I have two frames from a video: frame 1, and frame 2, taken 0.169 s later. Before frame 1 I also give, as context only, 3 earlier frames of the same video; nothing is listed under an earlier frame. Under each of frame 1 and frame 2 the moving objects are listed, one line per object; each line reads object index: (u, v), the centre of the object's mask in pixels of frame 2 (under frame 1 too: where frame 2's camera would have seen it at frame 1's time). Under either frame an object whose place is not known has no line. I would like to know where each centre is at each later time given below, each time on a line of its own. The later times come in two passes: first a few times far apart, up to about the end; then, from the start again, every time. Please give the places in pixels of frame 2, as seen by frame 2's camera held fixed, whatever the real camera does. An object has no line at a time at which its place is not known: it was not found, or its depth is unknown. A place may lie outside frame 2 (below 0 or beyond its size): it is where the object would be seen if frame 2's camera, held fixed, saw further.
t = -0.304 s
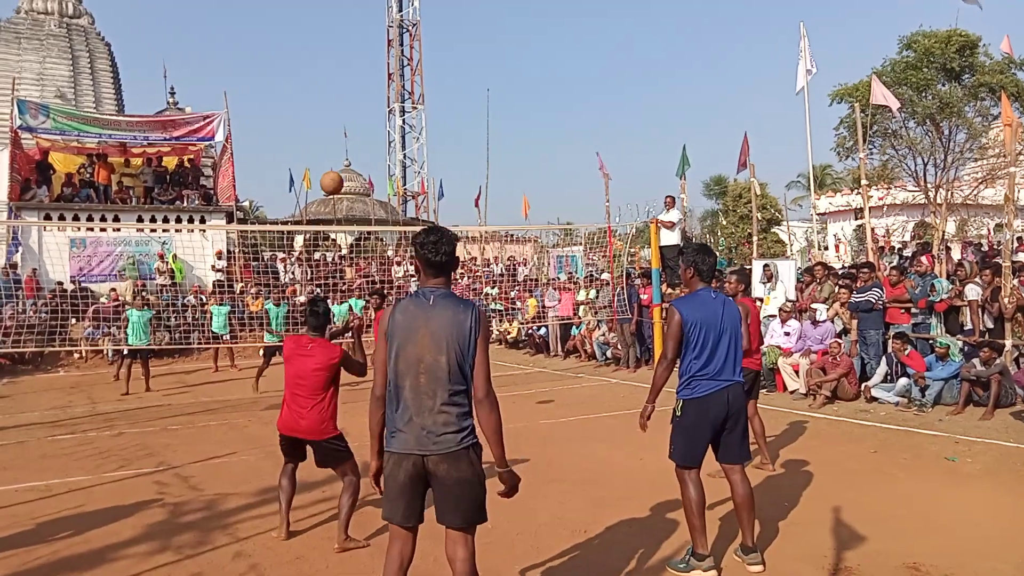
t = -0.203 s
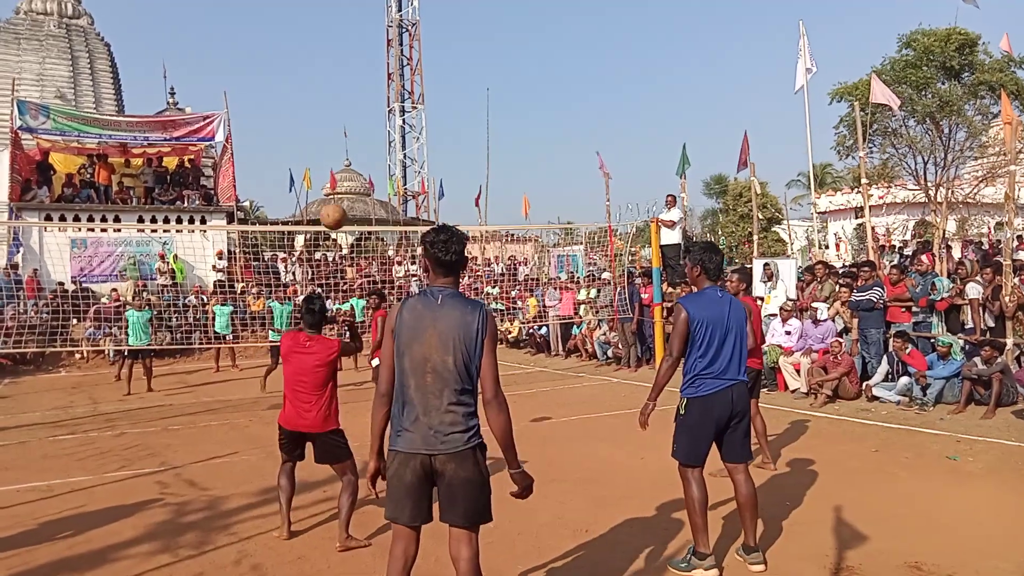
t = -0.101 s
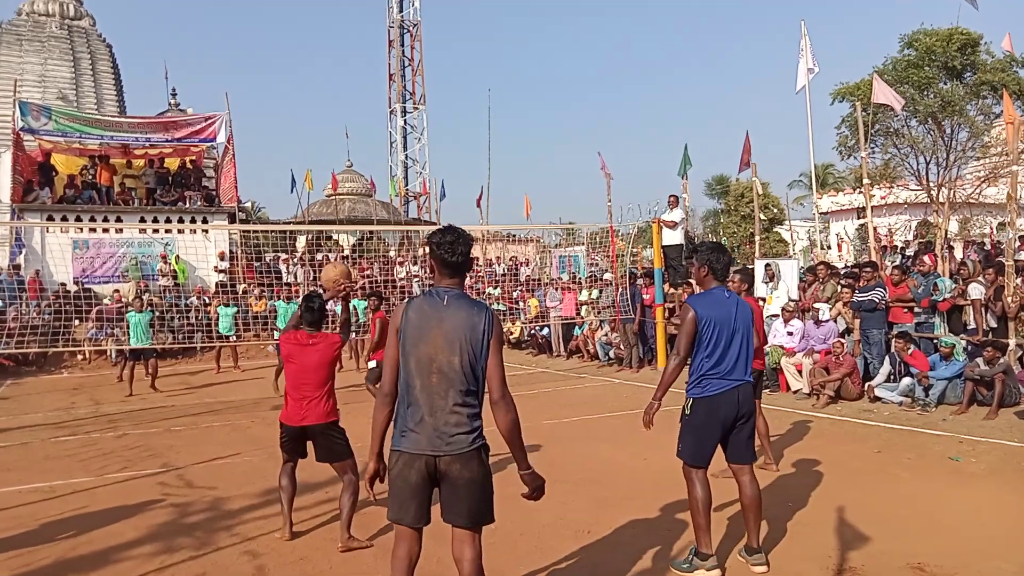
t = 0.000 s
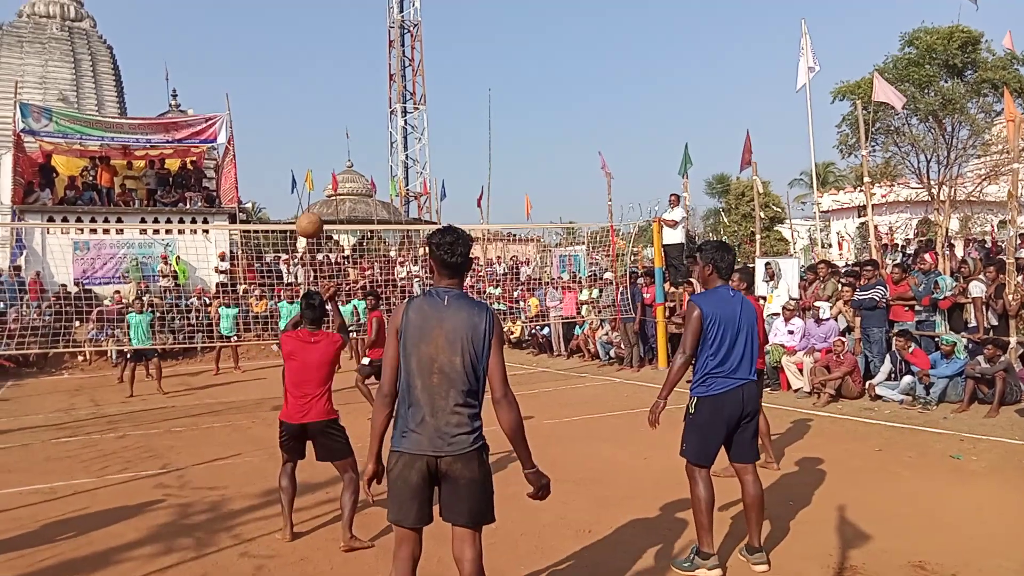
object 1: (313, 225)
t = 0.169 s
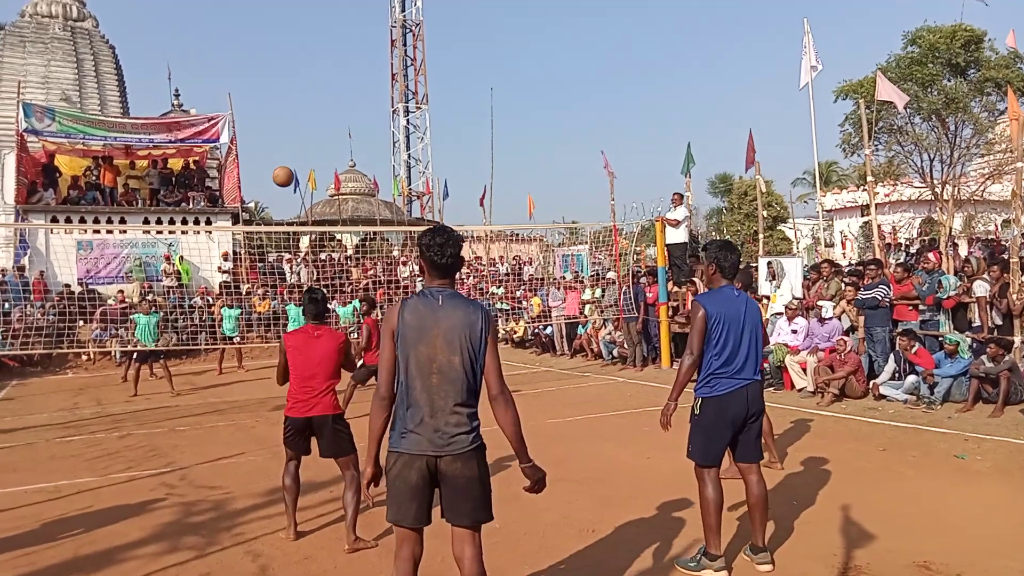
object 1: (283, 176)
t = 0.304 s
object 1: (271, 168)
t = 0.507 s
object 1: (263, 184)
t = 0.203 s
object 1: (279, 172)
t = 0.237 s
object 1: (276, 170)
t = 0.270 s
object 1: (274, 168)
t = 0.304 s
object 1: (271, 168)
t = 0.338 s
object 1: (269, 169)
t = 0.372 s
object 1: (267, 171)
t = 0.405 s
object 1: (266, 173)
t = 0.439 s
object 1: (265, 176)
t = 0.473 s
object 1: (264, 180)
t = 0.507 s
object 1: (263, 184)
